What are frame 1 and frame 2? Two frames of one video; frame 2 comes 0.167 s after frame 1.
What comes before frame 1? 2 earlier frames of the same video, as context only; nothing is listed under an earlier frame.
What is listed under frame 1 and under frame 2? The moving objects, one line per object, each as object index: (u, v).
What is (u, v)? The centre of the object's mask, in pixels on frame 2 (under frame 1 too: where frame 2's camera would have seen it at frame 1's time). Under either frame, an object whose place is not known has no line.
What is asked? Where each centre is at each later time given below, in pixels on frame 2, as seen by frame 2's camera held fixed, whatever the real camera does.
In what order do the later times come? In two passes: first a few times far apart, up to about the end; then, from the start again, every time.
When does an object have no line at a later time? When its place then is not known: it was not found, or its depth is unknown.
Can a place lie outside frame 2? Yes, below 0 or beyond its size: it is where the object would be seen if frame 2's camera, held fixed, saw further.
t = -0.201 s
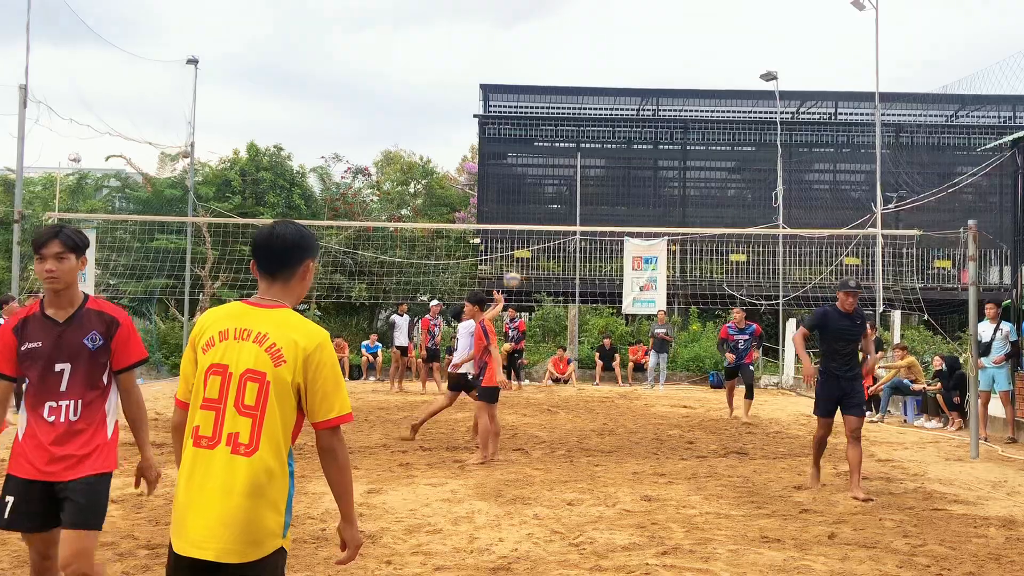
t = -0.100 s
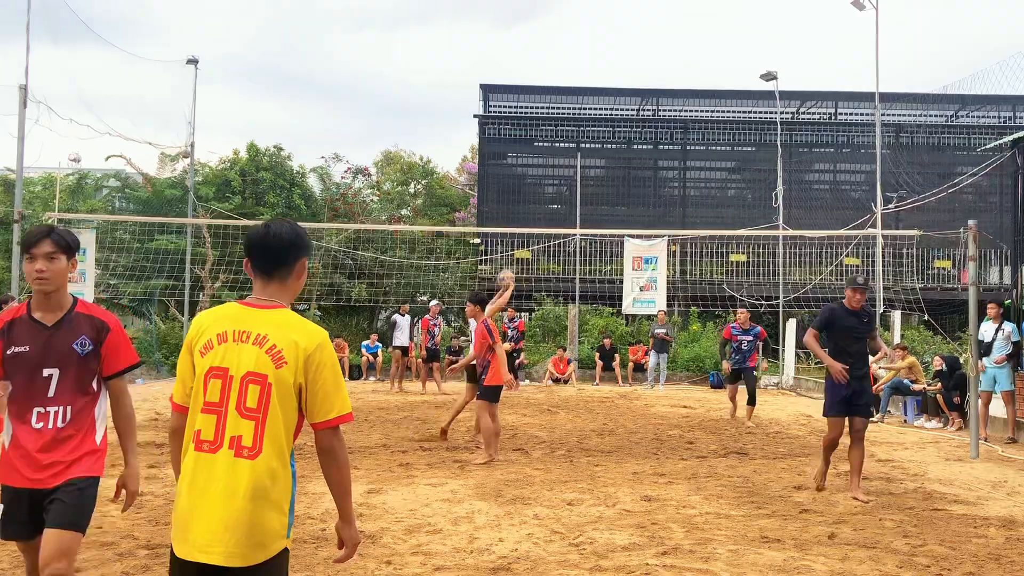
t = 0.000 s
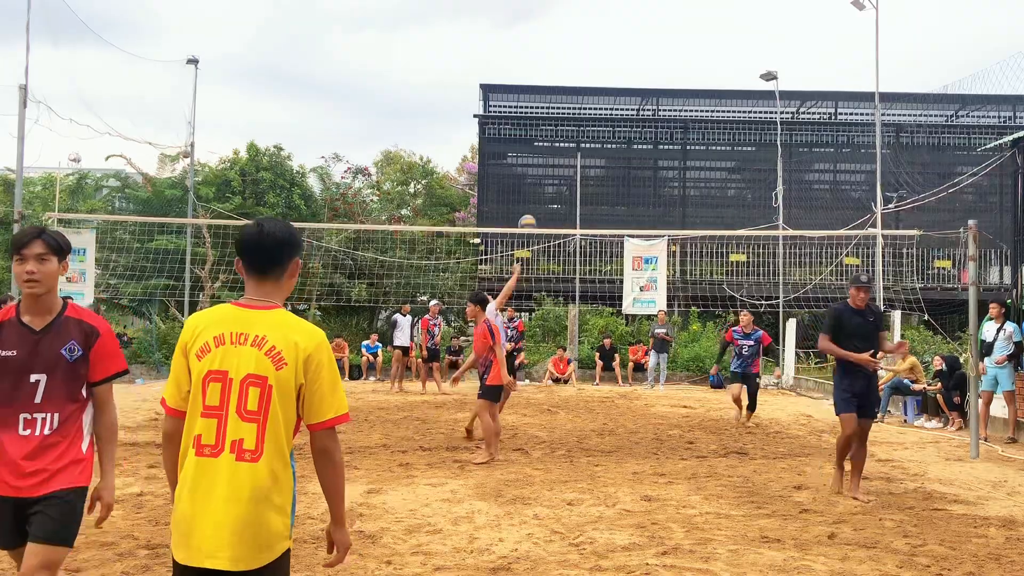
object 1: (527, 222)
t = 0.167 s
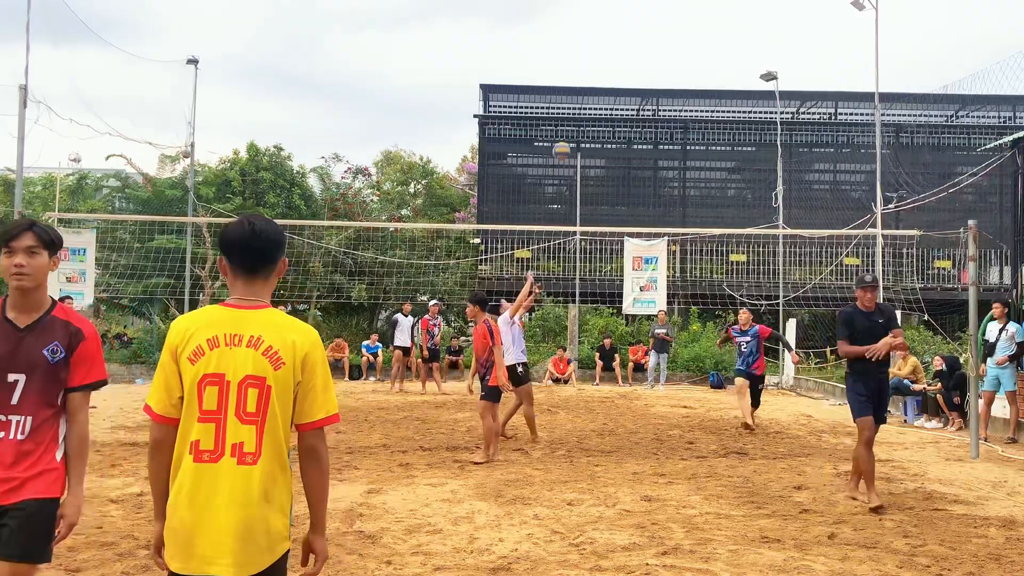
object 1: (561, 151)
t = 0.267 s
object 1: (580, 118)
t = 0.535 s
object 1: (625, 67)
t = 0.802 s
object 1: (665, 74)
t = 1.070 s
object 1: (701, 141)
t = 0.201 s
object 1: (568, 141)
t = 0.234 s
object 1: (574, 128)
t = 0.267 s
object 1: (580, 118)
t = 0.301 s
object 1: (587, 109)
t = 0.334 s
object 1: (593, 100)
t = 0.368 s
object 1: (598, 93)
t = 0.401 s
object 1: (604, 85)
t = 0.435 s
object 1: (609, 80)
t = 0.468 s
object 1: (615, 75)
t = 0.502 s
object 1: (620, 71)
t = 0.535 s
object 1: (625, 67)
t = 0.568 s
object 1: (631, 65)
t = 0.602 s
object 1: (636, 64)
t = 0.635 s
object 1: (641, 63)
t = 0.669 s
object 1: (646, 63)
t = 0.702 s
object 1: (651, 65)
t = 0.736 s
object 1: (656, 67)
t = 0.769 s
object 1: (660, 70)
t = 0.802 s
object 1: (665, 74)
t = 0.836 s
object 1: (670, 79)
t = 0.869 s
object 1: (674, 85)
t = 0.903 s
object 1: (679, 92)
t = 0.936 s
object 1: (683, 100)
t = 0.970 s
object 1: (688, 109)
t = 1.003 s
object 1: (692, 119)
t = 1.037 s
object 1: (696, 129)
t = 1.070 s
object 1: (701, 141)
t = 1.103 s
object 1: (705, 154)
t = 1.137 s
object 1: (709, 167)
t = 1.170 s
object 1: (713, 182)
